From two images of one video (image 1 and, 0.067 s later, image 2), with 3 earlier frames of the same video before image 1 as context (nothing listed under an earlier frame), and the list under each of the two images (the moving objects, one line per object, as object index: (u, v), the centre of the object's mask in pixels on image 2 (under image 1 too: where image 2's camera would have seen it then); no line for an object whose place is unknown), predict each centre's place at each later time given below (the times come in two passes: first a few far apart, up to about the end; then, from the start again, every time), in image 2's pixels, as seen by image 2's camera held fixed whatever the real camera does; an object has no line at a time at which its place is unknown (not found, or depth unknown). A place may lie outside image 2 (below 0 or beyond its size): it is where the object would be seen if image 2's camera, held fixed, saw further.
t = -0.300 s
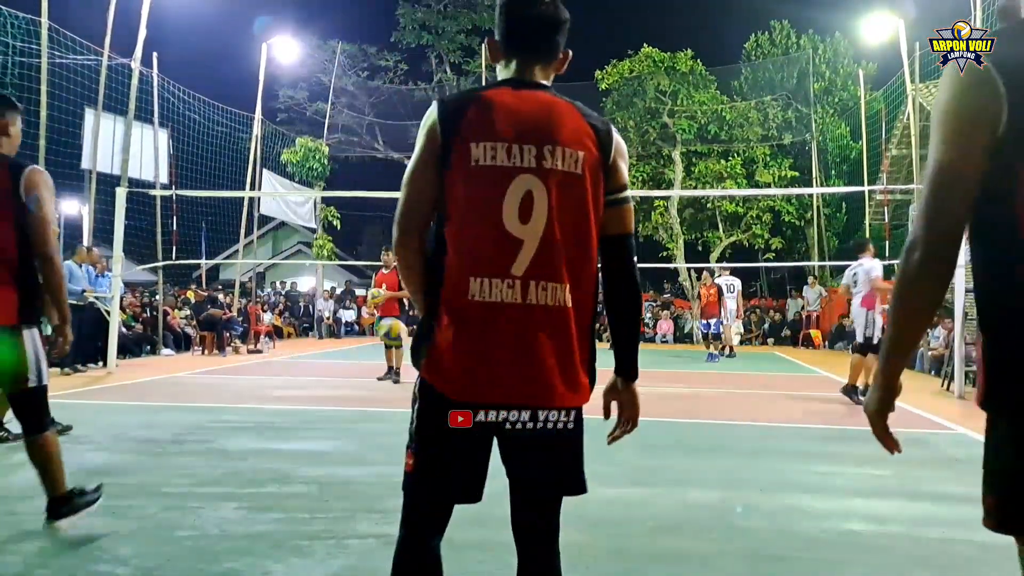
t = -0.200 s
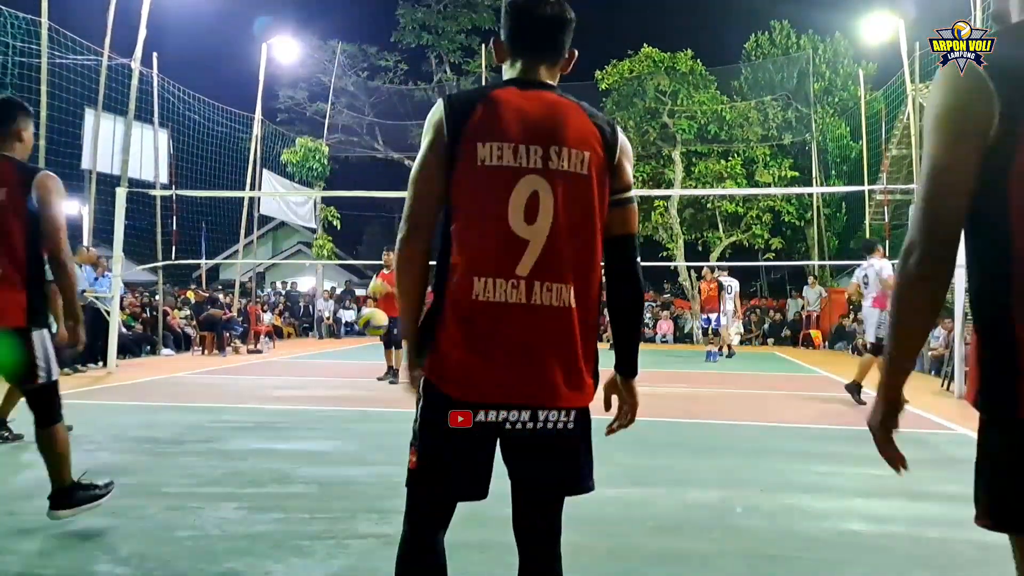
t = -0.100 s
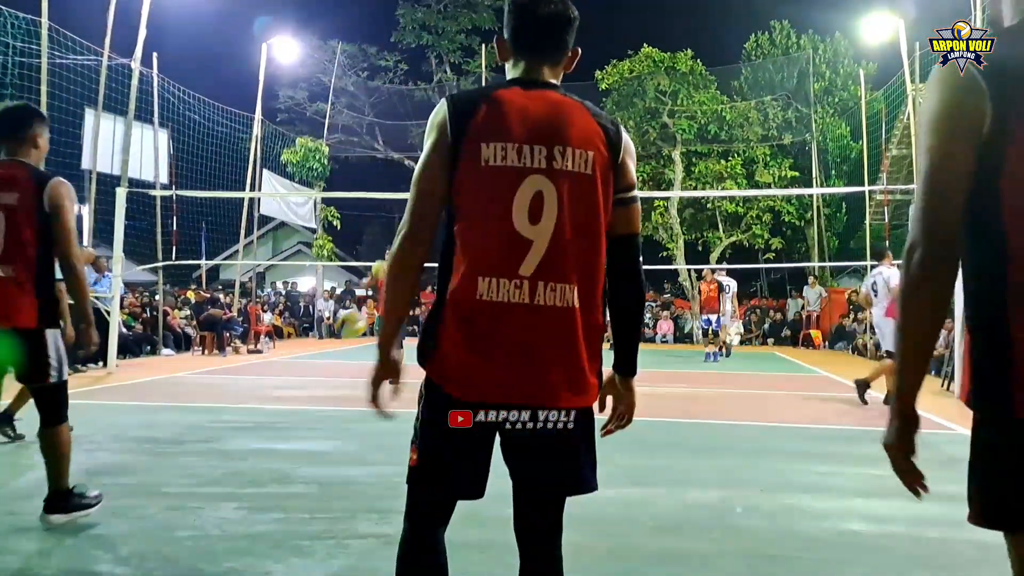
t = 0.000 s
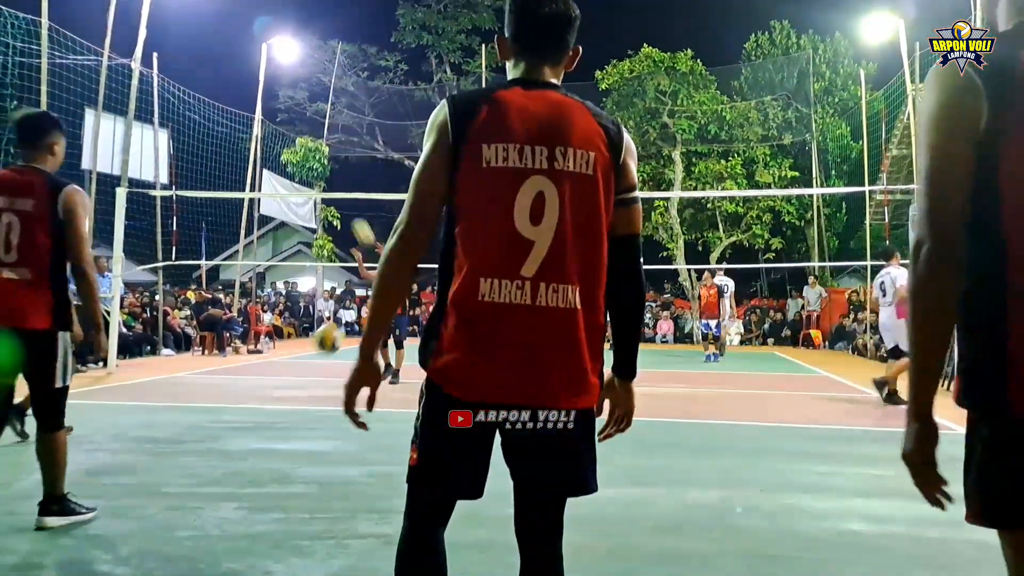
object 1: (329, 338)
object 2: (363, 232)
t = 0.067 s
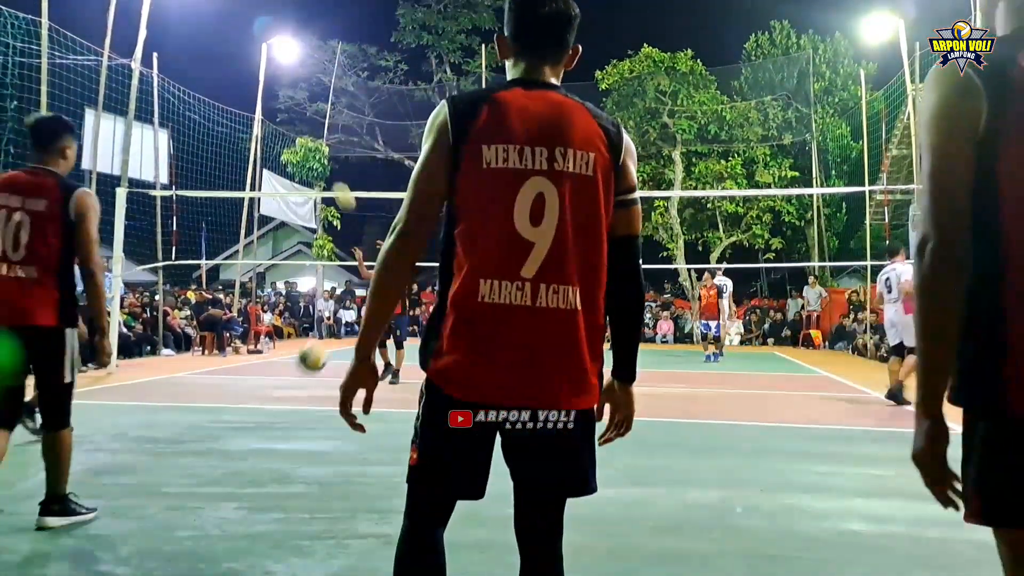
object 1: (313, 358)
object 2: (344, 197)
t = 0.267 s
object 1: (257, 433)
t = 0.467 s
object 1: (203, 372)
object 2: (205, 21)
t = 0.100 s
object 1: (303, 370)
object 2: (334, 179)
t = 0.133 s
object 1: (294, 386)
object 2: (325, 164)
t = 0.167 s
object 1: (284, 400)
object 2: (310, 144)
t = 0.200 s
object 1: (274, 420)
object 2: (301, 128)
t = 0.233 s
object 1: (267, 435)
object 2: (290, 115)
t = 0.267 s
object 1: (257, 433)
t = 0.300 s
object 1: (248, 421)
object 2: (267, 84)
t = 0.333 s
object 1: (240, 407)
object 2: (251, 68)
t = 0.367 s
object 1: (230, 398)
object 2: (243, 58)
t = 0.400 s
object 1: (221, 387)
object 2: (229, 43)
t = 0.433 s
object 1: (213, 379)
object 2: (217, 32)
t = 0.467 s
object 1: (203, 372)
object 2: (205, 21)
